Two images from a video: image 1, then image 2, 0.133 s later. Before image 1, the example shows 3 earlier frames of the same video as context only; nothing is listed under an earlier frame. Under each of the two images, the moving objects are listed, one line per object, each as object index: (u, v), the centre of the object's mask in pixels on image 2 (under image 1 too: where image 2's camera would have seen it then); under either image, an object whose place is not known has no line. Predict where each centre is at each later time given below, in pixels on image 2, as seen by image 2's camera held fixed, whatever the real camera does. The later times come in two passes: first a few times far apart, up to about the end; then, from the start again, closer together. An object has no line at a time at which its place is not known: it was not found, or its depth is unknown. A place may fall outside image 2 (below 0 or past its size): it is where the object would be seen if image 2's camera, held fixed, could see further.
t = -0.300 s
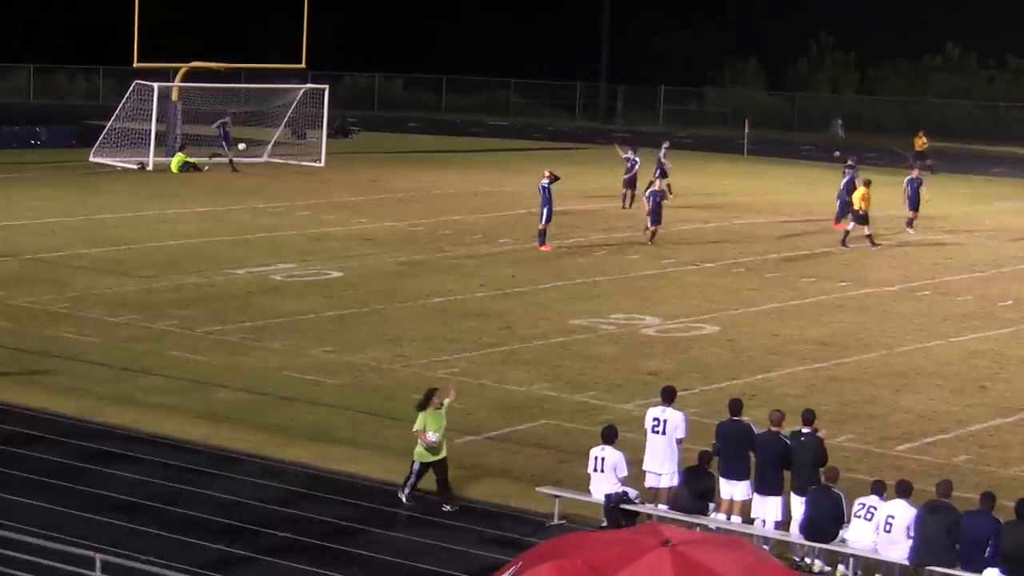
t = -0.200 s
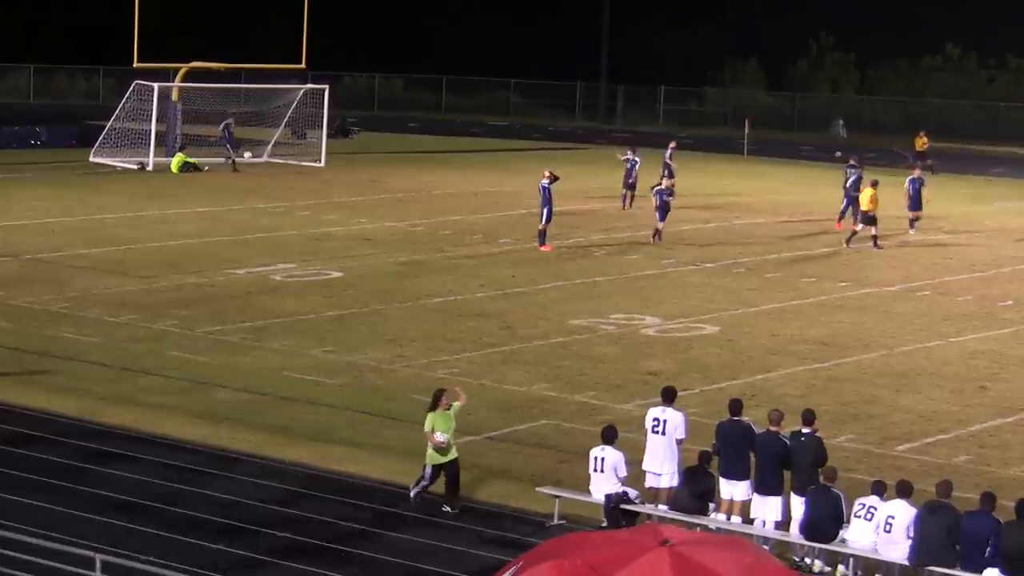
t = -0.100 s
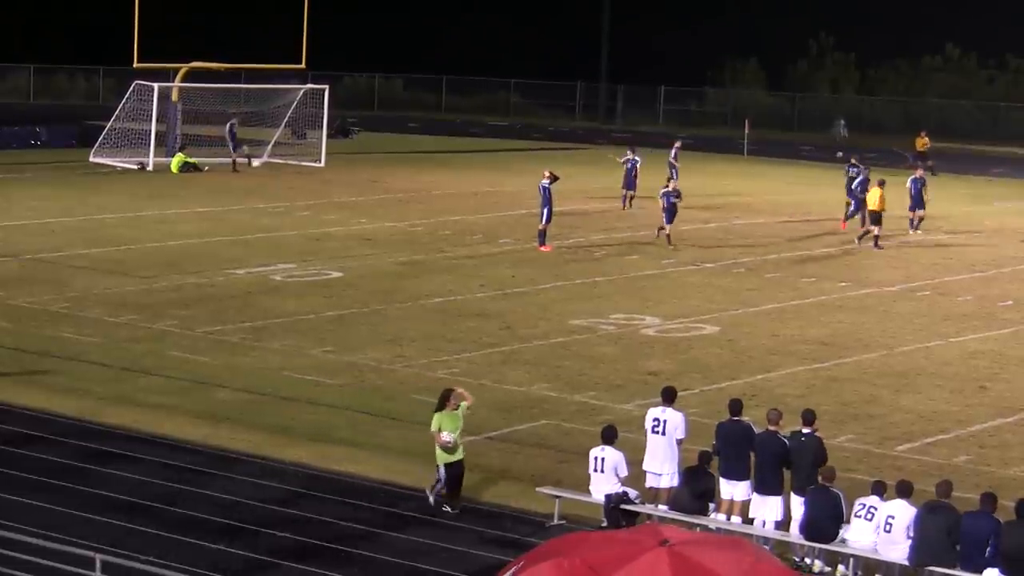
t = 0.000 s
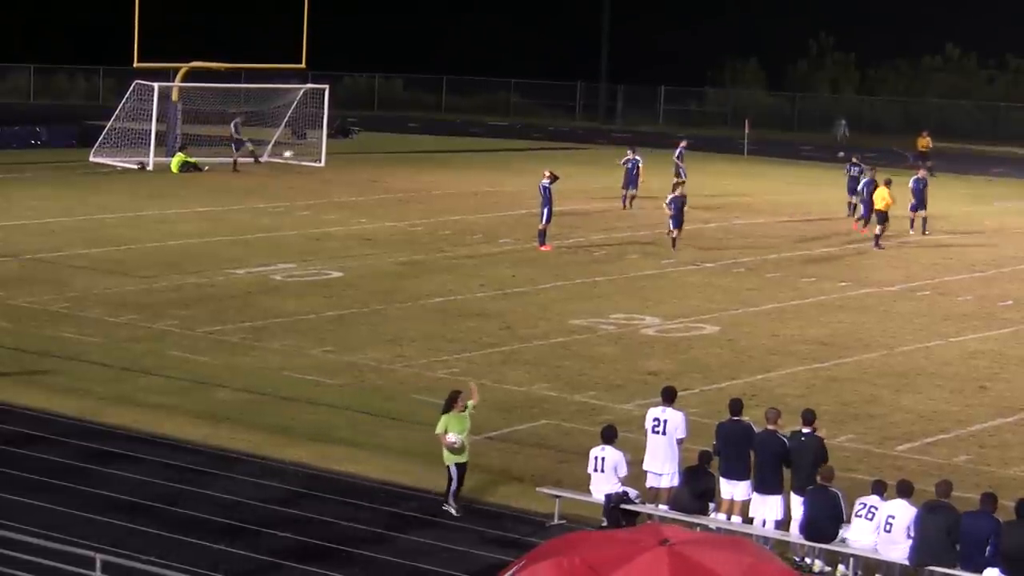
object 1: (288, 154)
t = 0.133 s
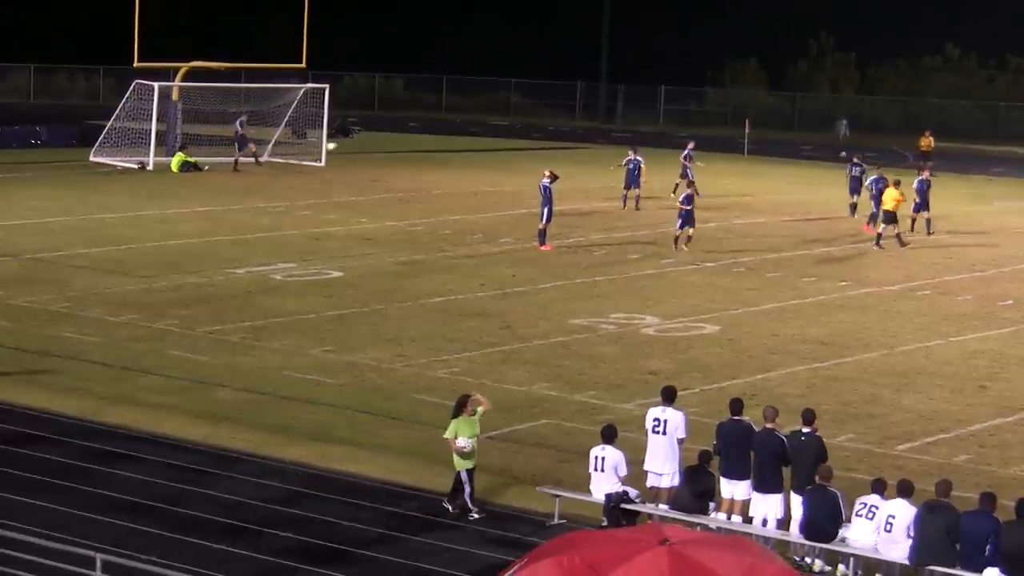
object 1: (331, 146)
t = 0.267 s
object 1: (374, 145)
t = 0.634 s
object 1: (494, 180)
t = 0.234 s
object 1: (363, 145)
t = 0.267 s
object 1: (374, 145)
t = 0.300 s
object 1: (385, 146)
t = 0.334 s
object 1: (396, 147)
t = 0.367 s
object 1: (407, 149)
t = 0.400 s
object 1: (417, 151)
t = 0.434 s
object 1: (428, 154)
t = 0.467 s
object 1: (439, 157)
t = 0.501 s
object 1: (450, 160)
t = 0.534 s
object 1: (461, 165)
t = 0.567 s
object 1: (472, 169)
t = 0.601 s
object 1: (483, 174)
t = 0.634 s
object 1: (494, 180)
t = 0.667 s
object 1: (505, 185)
